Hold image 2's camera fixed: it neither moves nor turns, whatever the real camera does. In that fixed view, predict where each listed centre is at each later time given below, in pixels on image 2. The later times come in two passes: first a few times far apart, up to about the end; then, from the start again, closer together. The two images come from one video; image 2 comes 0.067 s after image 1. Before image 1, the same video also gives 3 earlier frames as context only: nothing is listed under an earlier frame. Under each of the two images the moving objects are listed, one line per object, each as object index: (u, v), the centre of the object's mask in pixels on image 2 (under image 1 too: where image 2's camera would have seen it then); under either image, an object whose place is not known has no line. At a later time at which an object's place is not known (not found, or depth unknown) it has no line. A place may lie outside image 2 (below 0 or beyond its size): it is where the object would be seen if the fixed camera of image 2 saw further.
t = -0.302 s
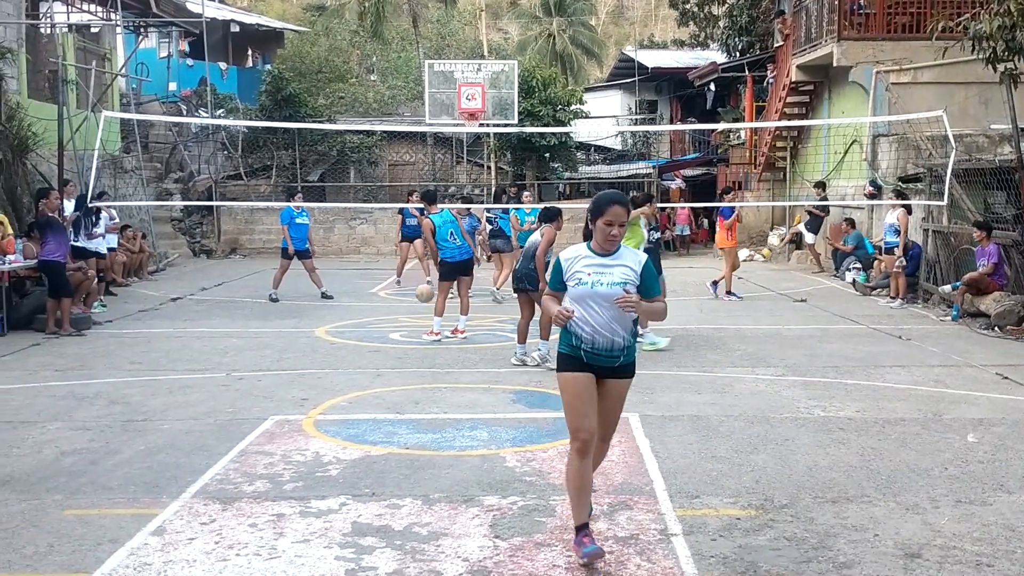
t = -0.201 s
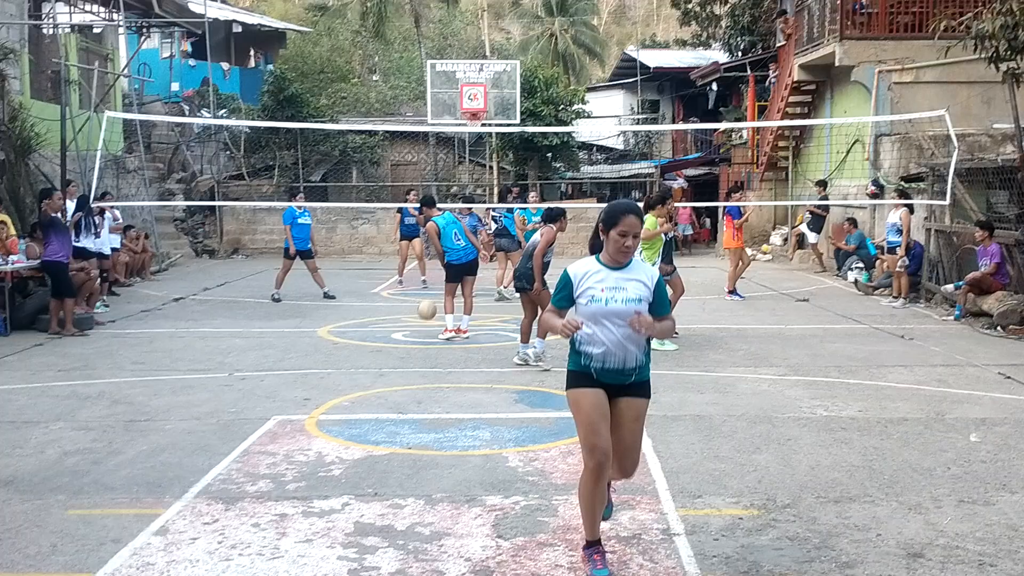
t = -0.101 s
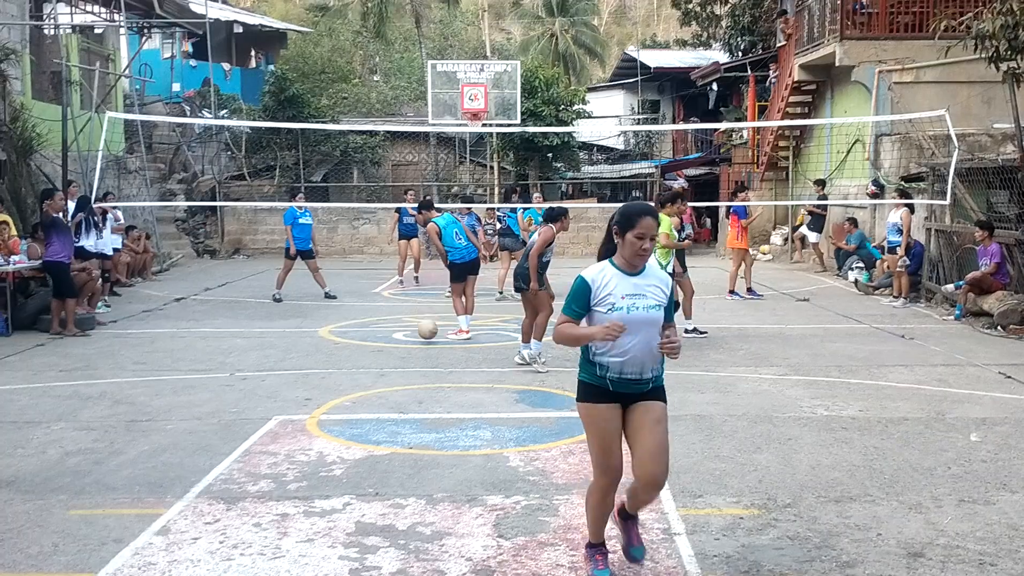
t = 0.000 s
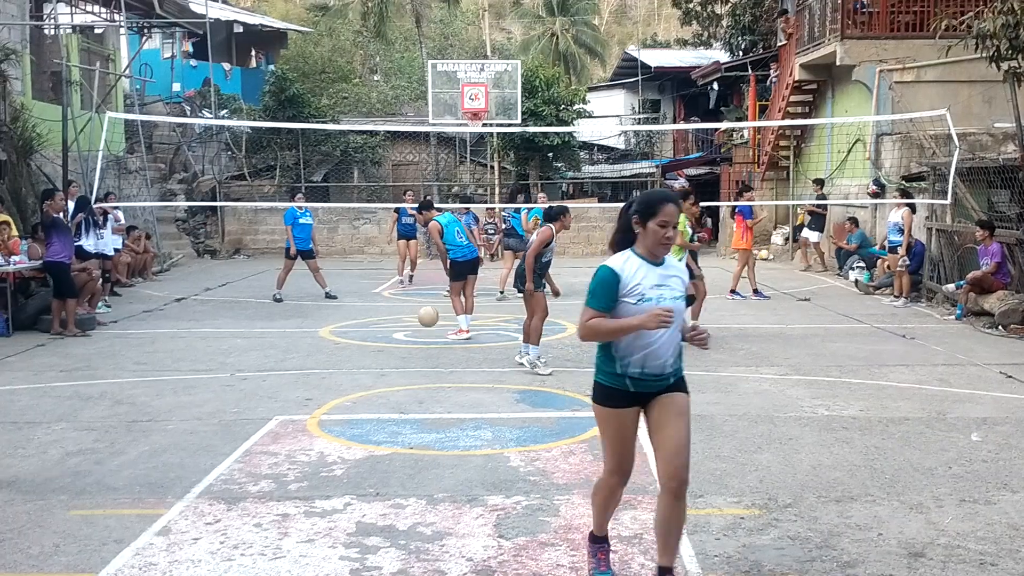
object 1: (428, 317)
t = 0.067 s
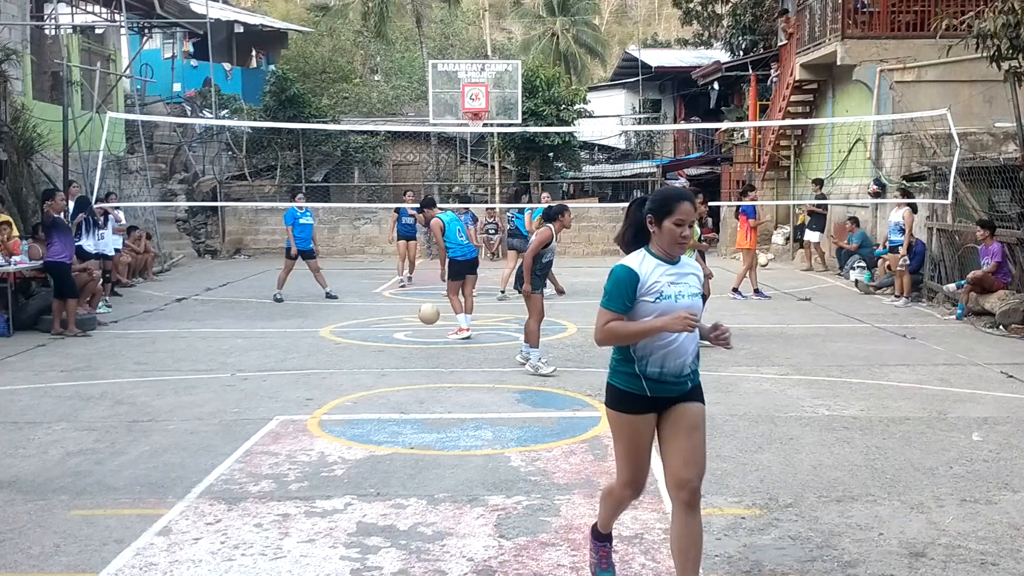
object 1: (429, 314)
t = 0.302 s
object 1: (430, 342)
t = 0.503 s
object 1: (434, 364)
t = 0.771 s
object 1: (438, 409)
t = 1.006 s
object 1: (444, 430)
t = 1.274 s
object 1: (455, 500)
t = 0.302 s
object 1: (430, 342)
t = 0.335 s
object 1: (432, 351)
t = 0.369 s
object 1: (432, 363)
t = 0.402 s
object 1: (432, 372)
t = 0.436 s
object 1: (432, 368)
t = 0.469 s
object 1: (433, 365)
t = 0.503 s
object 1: (434, 364)
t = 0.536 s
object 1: (434, 363)
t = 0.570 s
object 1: (434, 364)
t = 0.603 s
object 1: (435, 368)
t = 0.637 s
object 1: (435, 373)
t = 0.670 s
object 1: (436, 379)
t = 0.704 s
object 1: (437, 386)
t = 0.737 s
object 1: (437, 397)
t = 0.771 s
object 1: (438, 409)
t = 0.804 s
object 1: (439, 420)
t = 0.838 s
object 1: (439, 416)
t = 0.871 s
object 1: (440, 415)
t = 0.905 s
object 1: (441, 416)
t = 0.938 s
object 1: (442, 419)
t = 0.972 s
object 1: (443, 423)
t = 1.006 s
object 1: (444, 430)
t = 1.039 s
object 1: (445, 438)
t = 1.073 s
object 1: (446, 451)
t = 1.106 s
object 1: (448, 466)
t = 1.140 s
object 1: (449, 482)
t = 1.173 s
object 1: (451, 491)
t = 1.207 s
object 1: (452, 492)
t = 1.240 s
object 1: (454, 496)
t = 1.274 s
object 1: (455, 500)
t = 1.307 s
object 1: (457, 507)
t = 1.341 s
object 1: (459, 519)
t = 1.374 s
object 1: (460, 534)
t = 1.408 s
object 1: (463, 552)
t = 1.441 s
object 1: (464, 569)
